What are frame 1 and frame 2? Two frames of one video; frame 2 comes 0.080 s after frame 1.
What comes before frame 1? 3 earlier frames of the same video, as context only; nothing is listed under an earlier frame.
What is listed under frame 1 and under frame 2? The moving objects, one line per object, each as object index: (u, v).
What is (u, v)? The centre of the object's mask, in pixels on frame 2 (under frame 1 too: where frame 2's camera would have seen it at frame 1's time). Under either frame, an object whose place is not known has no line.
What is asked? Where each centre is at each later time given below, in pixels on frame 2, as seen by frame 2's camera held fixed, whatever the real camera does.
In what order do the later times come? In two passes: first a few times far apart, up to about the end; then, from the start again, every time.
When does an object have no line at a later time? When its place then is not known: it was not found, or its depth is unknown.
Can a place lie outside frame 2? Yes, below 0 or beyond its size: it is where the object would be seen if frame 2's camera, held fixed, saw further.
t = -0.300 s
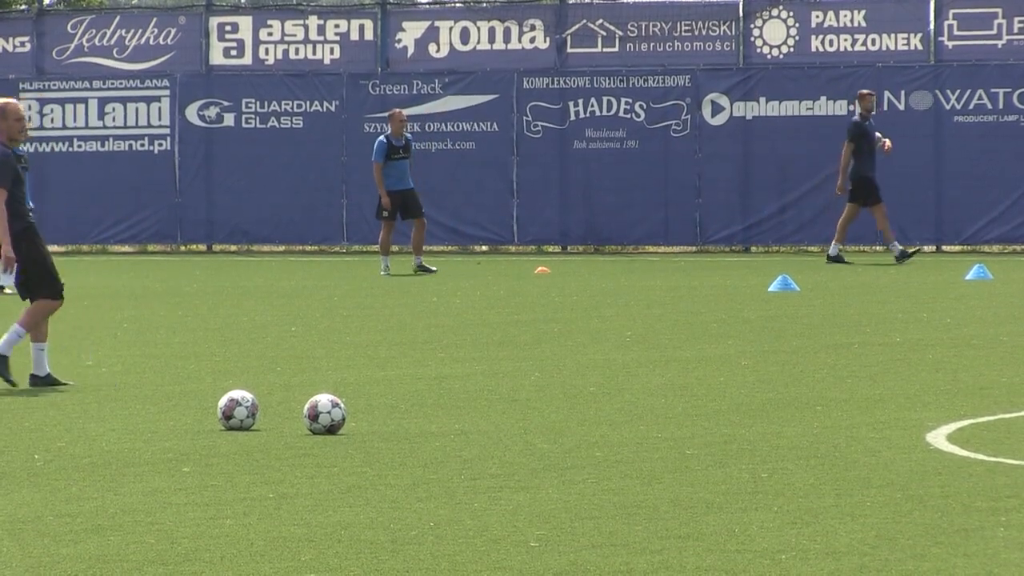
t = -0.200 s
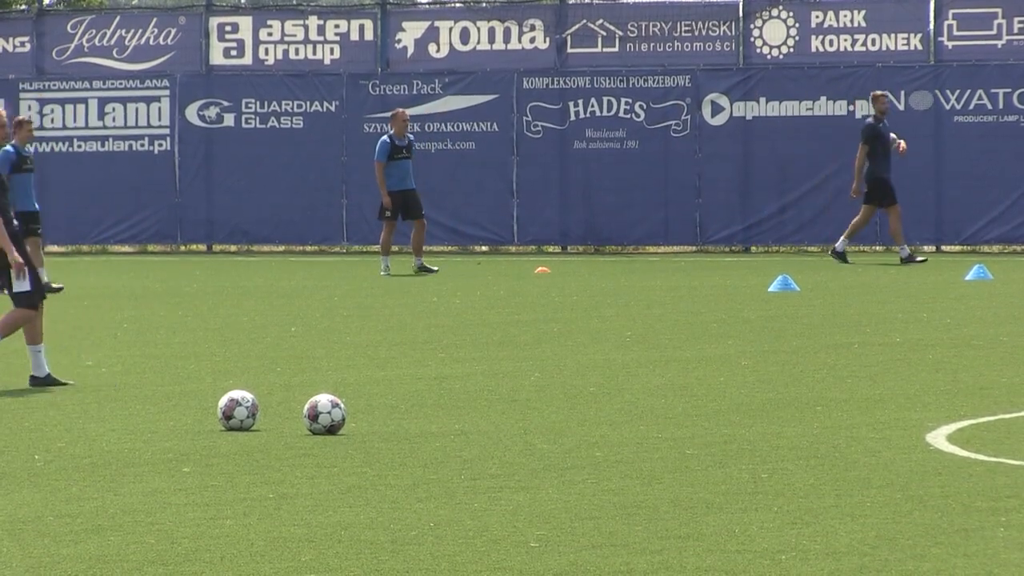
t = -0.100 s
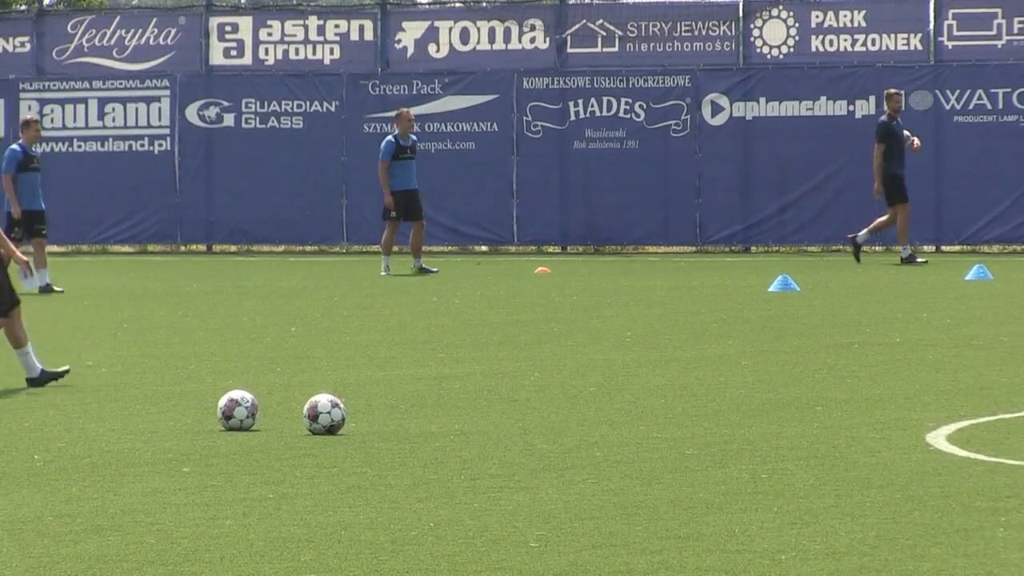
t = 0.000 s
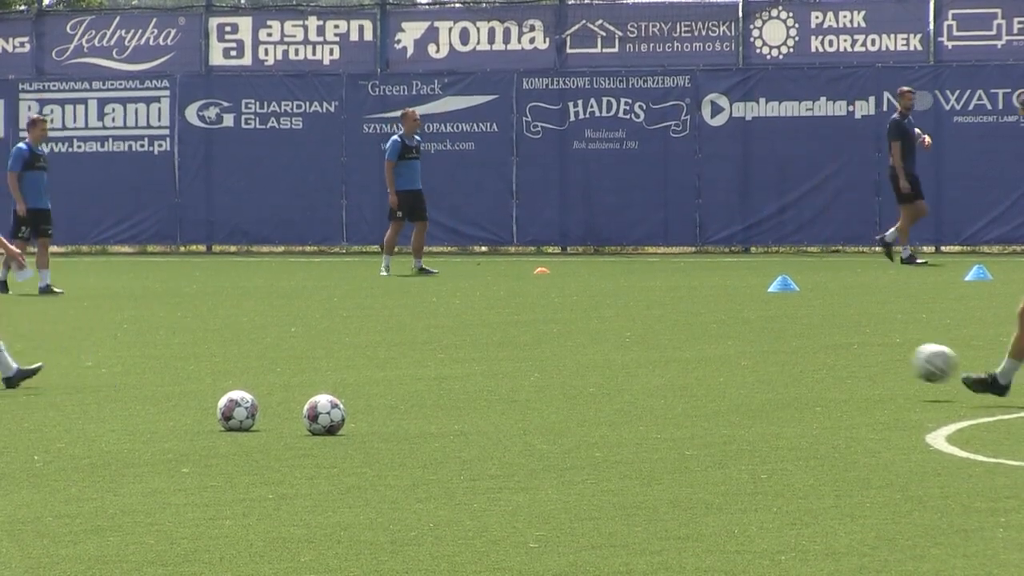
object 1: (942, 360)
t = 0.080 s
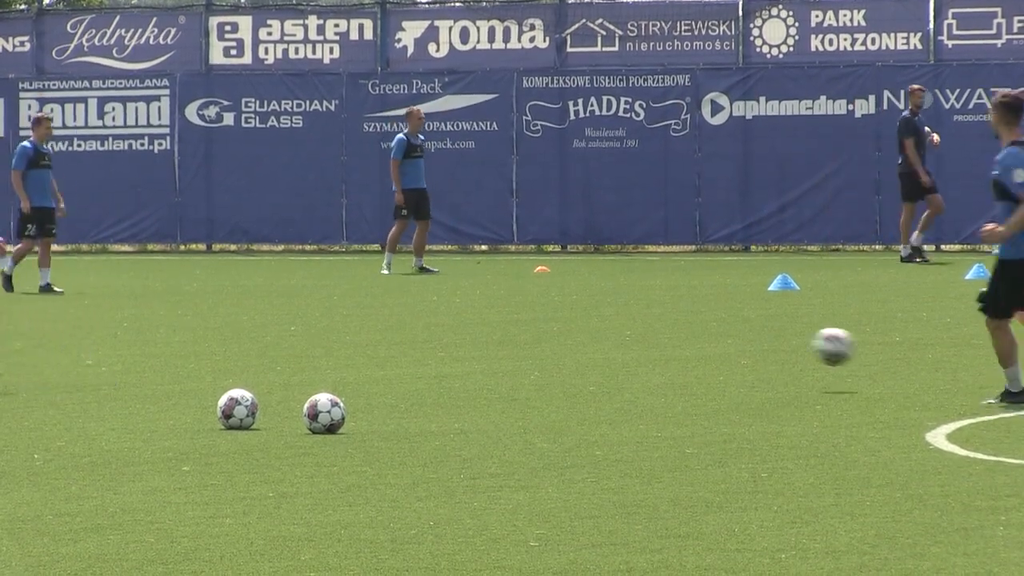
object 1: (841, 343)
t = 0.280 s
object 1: (625, 354)
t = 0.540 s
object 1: (428, 341)
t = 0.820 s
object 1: (269, 330)
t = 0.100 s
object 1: (816, 344)
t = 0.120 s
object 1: (794, 342)
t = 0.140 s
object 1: (772, 342)
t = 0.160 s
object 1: (748, 343)
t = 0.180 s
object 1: (726, 343)
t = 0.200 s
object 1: (707, 348)
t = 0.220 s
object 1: (683, 352)
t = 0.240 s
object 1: (664, 356)
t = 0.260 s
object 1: (642, 360)
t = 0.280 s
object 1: (625, 354)
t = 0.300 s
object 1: (609, 352)
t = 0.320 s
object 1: (593, 347)
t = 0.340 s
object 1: (576, 344)
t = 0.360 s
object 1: (560, 341)
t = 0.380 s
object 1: (544, 341)
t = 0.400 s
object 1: (530, 339)
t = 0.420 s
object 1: (514, 341)
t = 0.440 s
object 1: (499, 341)
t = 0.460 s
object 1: (485, 341)
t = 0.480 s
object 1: (471, 339)
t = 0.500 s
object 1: (456, 349)
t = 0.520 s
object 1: (442, 348)
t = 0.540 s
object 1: (428, 341)
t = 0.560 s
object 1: (415, 339)
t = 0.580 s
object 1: (403, 335)
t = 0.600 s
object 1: (391, 332)
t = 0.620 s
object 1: (378, 331)
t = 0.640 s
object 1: (368, 329)
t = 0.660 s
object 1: (356, 330)
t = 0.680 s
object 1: (344, 330)
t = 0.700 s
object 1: (333, 331)
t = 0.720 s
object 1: (322, 332)
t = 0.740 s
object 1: (313, 332)
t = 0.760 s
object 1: (301, 338)
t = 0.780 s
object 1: (290, 336)
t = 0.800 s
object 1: (279, 333)
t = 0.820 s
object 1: (269, 330)
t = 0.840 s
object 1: (253, 330)
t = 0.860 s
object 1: (248, 327)
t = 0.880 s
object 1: (239, 326)
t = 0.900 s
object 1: (225, 327)
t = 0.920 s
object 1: (215, 328)
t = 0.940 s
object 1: (210, 328)
